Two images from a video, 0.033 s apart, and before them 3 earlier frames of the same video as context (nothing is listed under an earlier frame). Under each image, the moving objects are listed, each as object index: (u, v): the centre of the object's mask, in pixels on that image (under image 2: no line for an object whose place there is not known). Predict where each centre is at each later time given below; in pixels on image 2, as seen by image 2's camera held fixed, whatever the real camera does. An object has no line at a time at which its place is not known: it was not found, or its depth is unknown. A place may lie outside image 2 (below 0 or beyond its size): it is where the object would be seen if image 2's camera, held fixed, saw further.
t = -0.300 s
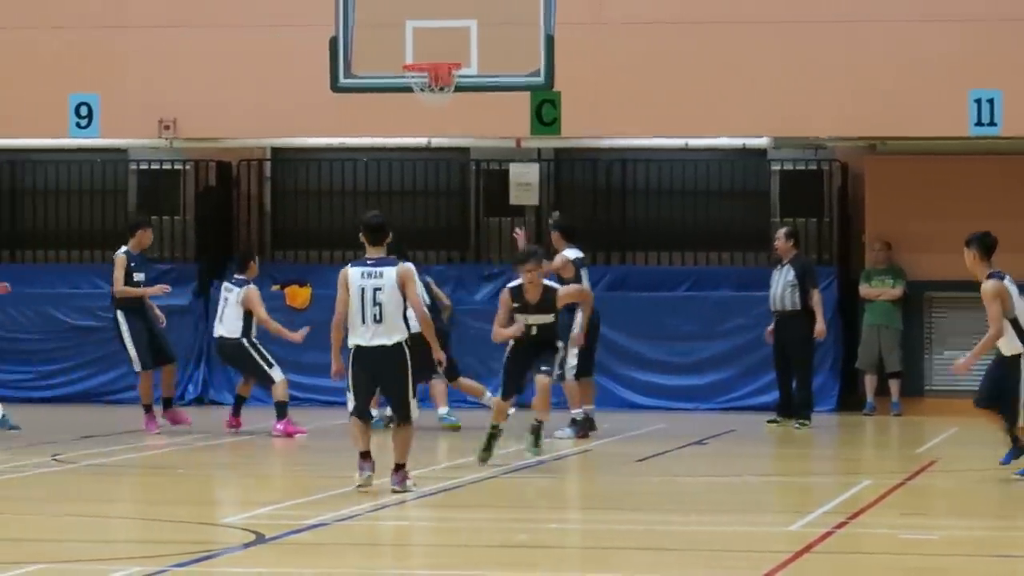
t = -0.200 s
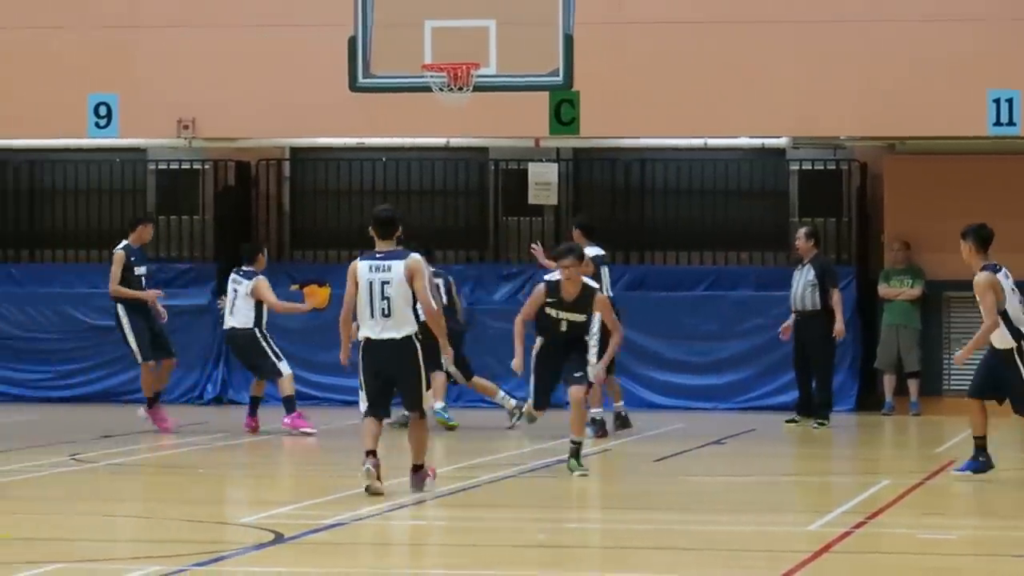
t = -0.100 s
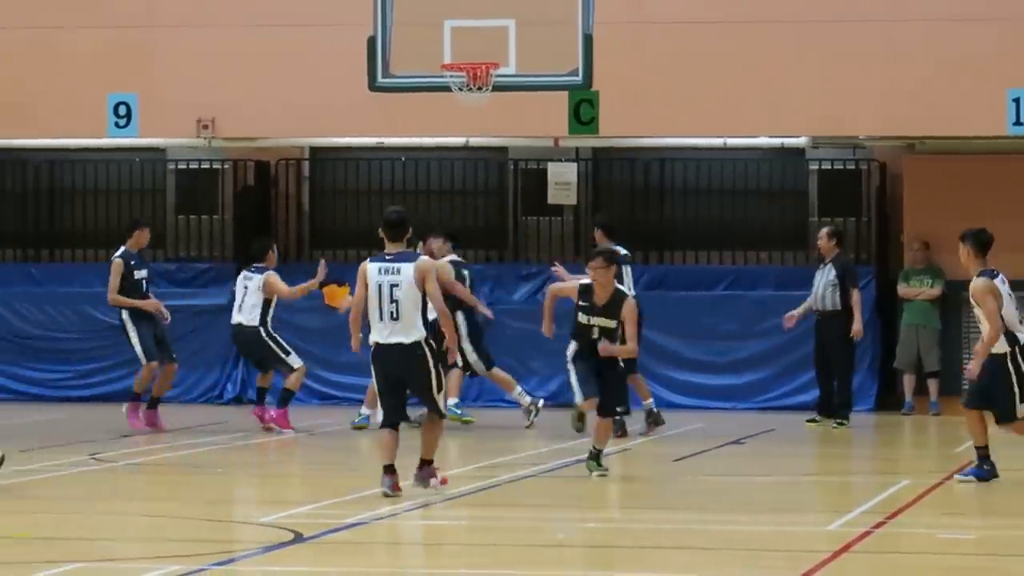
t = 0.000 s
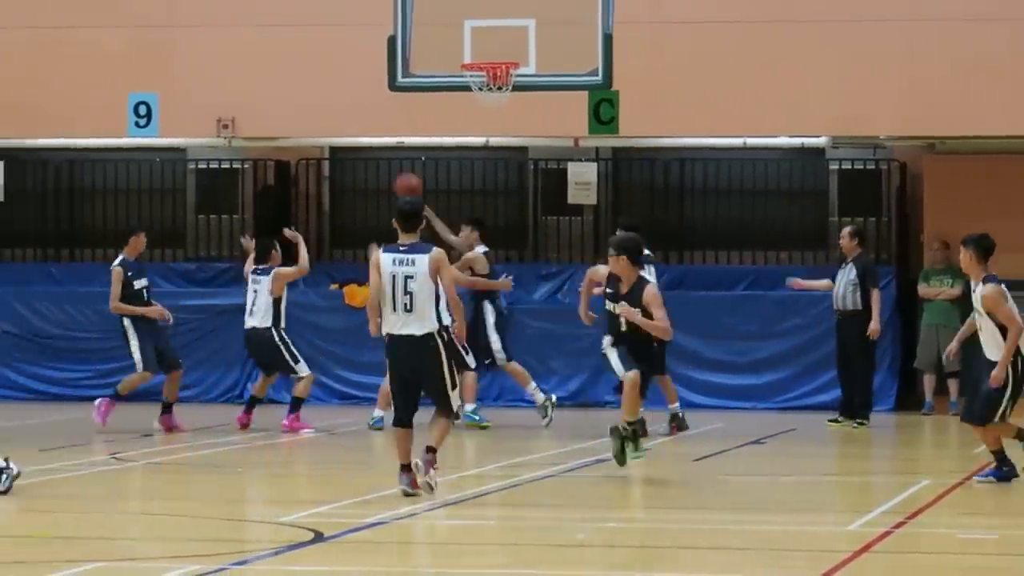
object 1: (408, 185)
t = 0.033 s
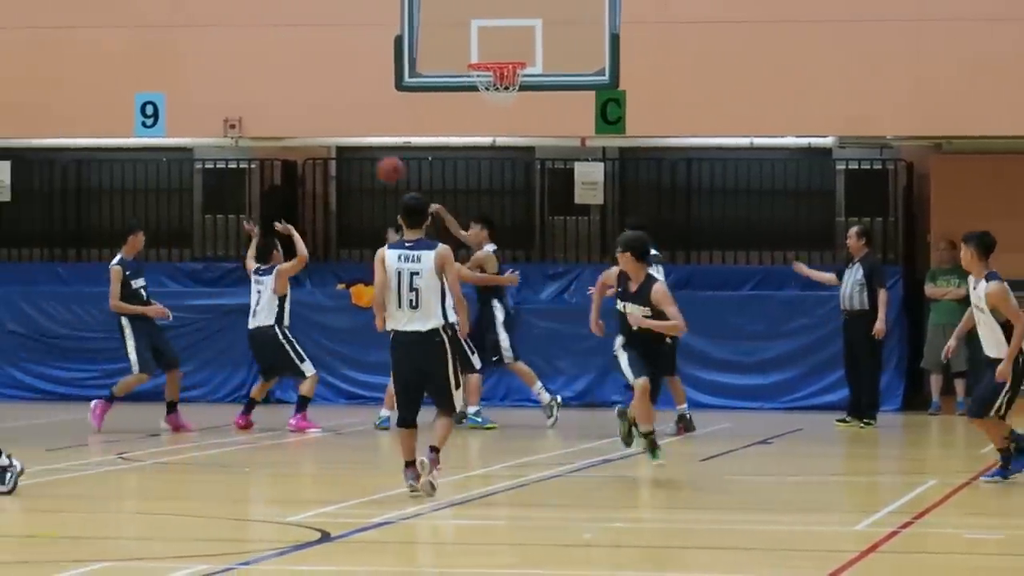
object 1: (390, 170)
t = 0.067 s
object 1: (366, 156)
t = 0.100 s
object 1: (344, 141)
